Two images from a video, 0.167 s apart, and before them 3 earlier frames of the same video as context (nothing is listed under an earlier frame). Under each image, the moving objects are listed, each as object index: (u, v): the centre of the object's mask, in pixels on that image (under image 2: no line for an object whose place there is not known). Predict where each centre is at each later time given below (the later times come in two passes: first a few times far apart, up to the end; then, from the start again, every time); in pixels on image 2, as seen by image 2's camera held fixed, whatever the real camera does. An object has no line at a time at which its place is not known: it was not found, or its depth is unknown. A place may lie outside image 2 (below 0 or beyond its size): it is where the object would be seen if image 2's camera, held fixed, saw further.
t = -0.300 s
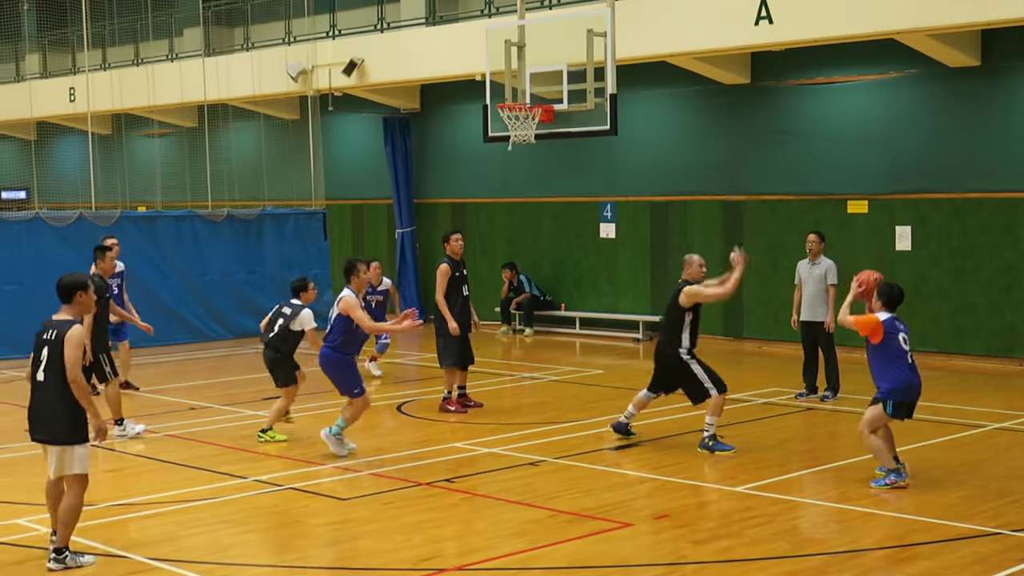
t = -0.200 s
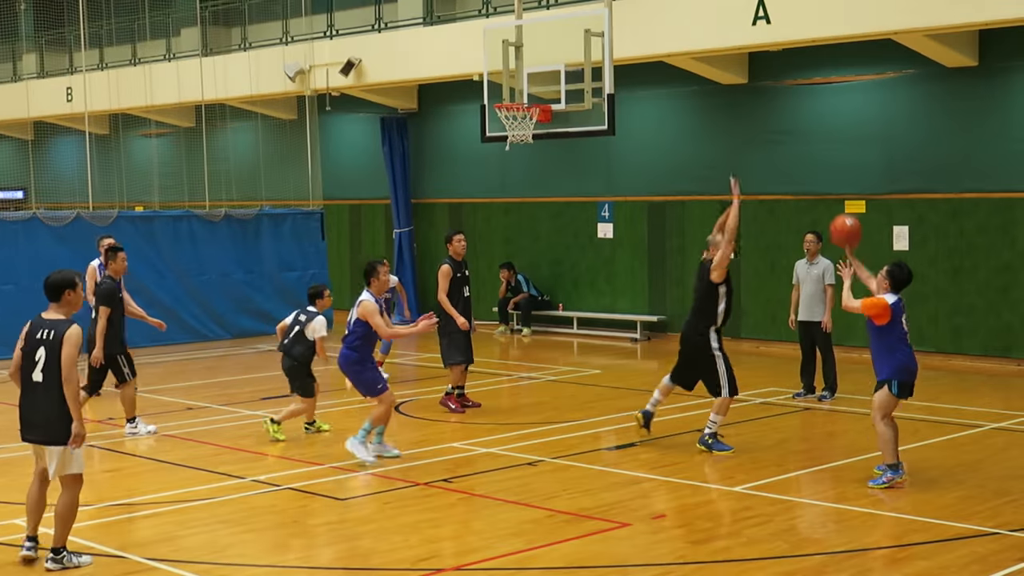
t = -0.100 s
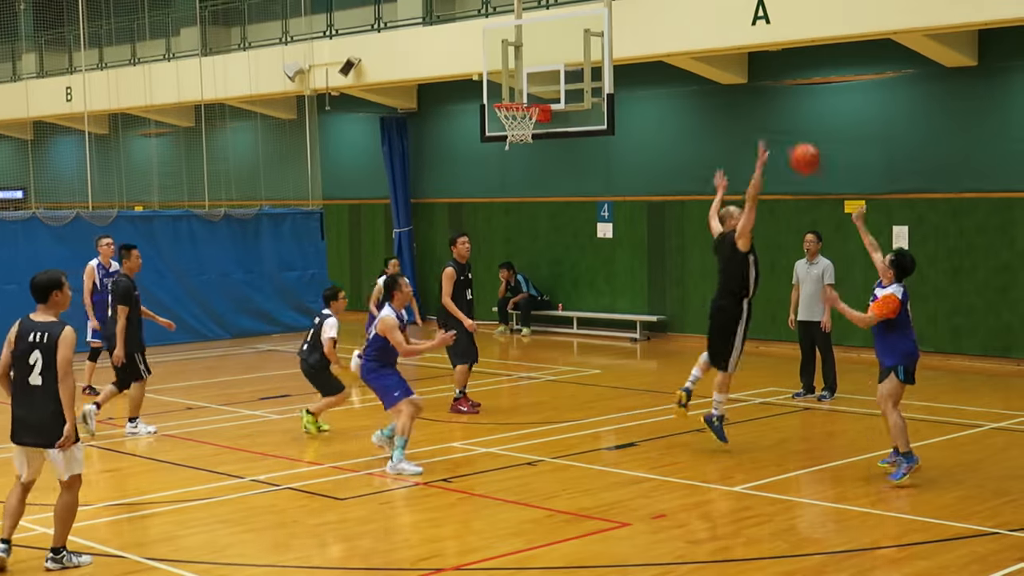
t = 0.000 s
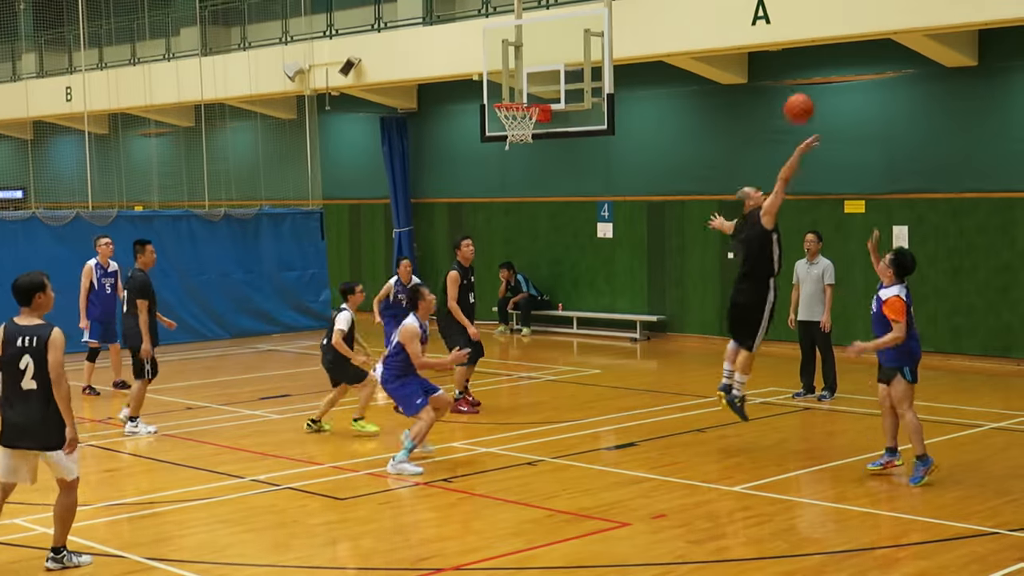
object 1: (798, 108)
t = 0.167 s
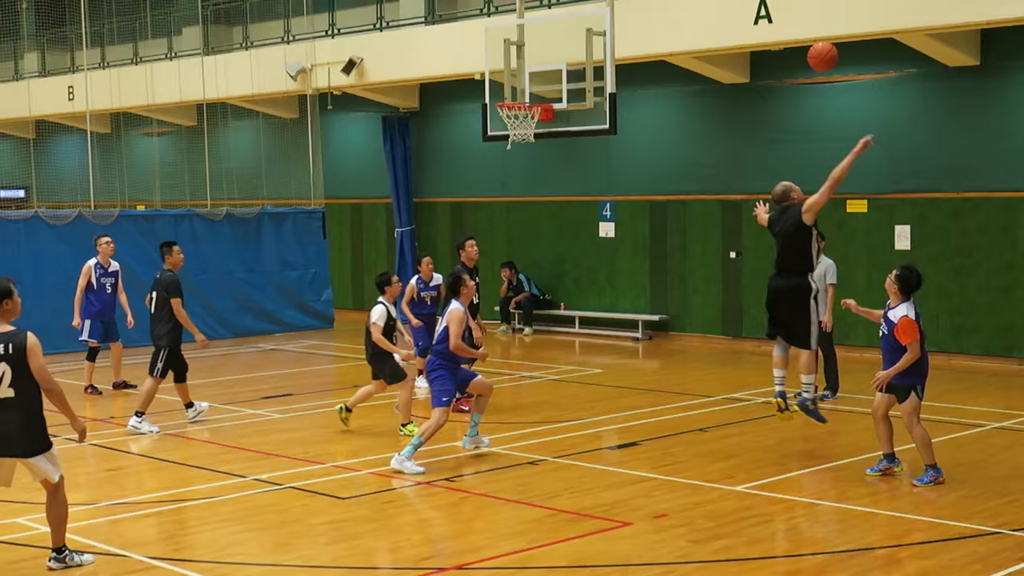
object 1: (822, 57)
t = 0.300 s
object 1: (838, 40)
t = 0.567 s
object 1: (869, 68)
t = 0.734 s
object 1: (887, 127)
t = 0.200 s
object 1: (826, 51)
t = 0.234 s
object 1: (830, 46)
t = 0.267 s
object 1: (834, 42)
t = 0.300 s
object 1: (838, 40)
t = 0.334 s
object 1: (842, 39)
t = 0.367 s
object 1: (846, 40)
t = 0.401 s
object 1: (850, 41)
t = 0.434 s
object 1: (854, 45)
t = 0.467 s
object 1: (858, 49)
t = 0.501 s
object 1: (862, 54)
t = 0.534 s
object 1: (866, 61)
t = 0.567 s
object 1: (869, 68)
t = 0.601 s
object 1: (873, 78)
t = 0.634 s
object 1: (876, 88)
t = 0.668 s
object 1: (880, 100)
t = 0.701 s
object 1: (884, 112)
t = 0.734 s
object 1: (887, 127)
